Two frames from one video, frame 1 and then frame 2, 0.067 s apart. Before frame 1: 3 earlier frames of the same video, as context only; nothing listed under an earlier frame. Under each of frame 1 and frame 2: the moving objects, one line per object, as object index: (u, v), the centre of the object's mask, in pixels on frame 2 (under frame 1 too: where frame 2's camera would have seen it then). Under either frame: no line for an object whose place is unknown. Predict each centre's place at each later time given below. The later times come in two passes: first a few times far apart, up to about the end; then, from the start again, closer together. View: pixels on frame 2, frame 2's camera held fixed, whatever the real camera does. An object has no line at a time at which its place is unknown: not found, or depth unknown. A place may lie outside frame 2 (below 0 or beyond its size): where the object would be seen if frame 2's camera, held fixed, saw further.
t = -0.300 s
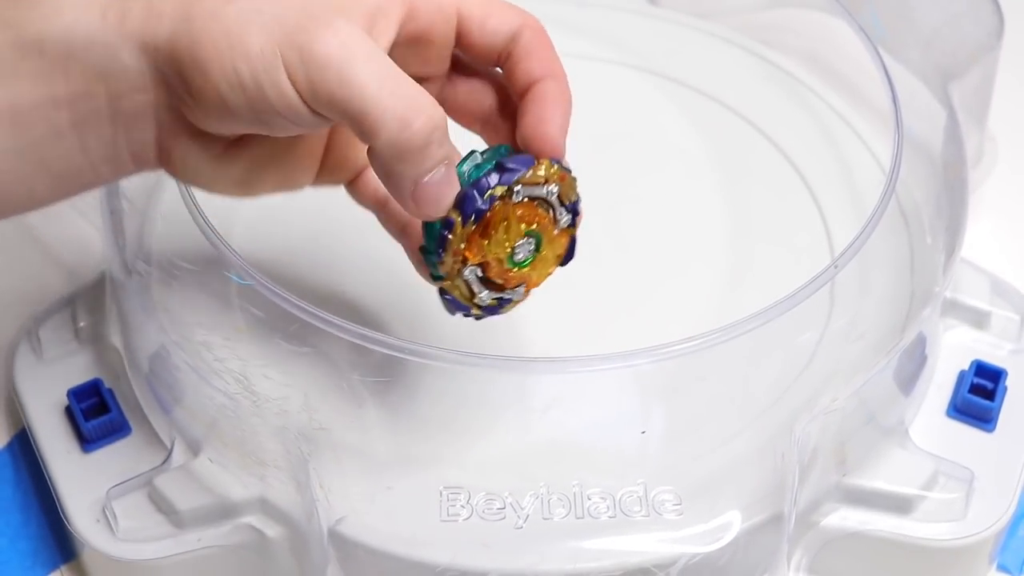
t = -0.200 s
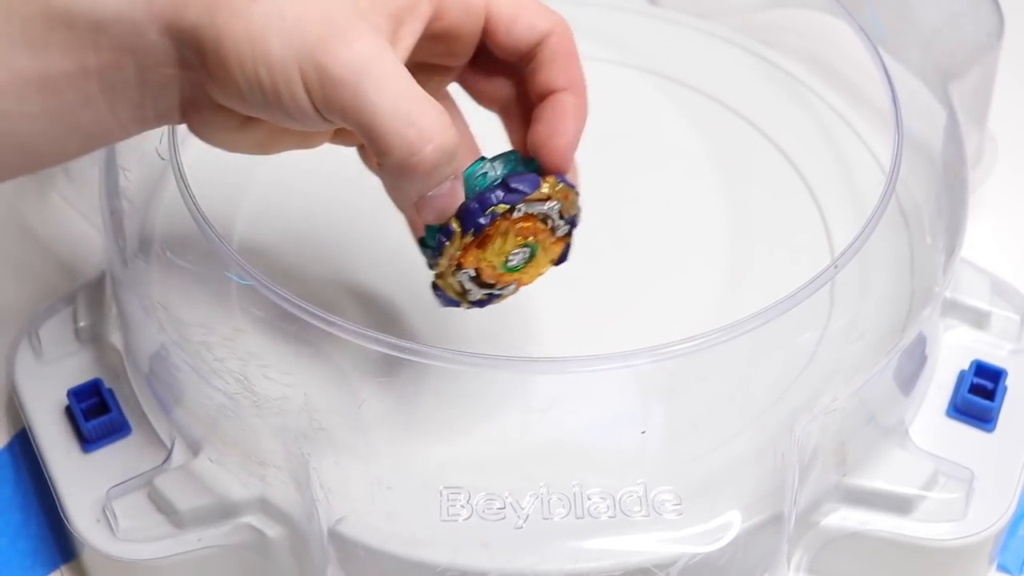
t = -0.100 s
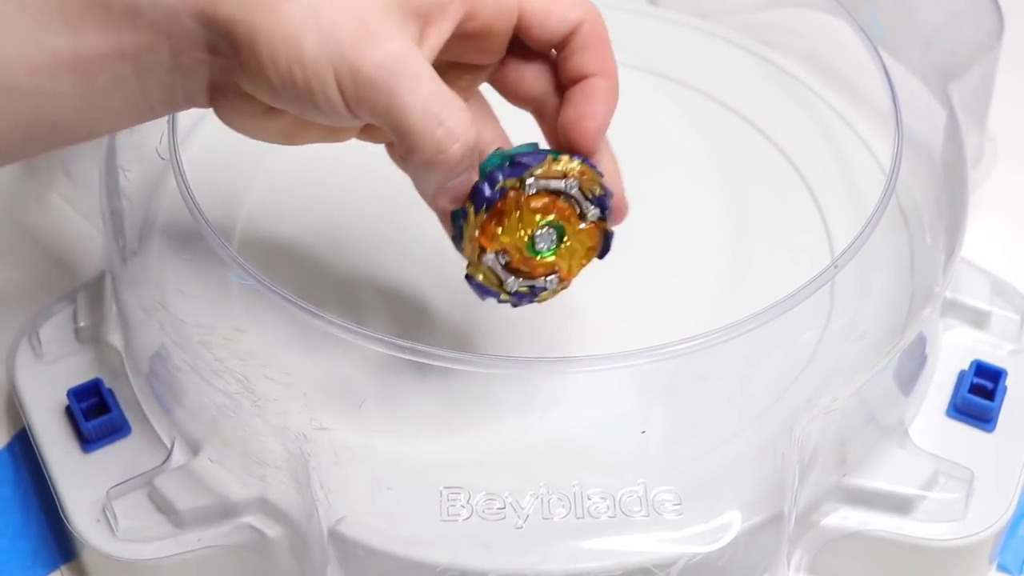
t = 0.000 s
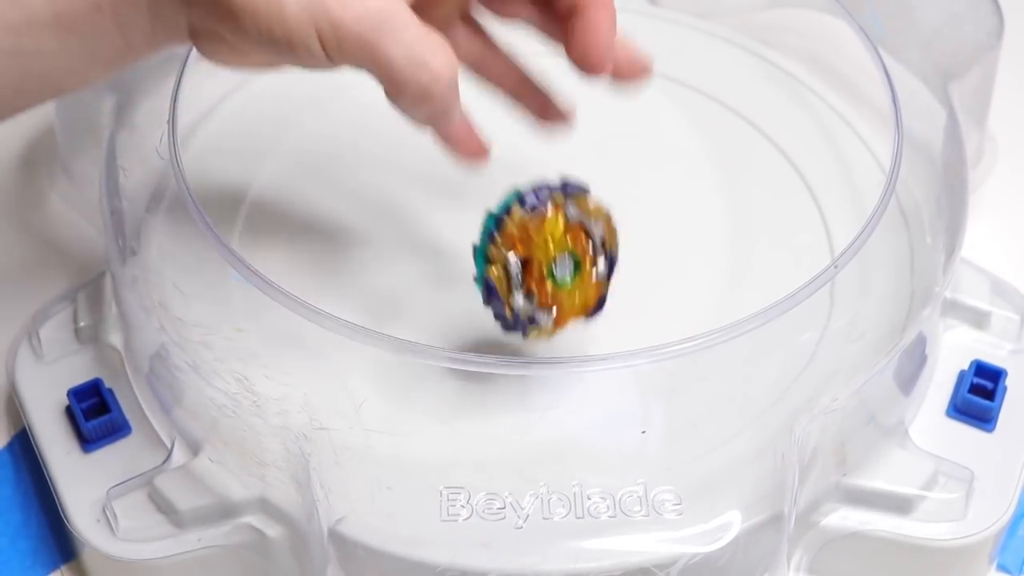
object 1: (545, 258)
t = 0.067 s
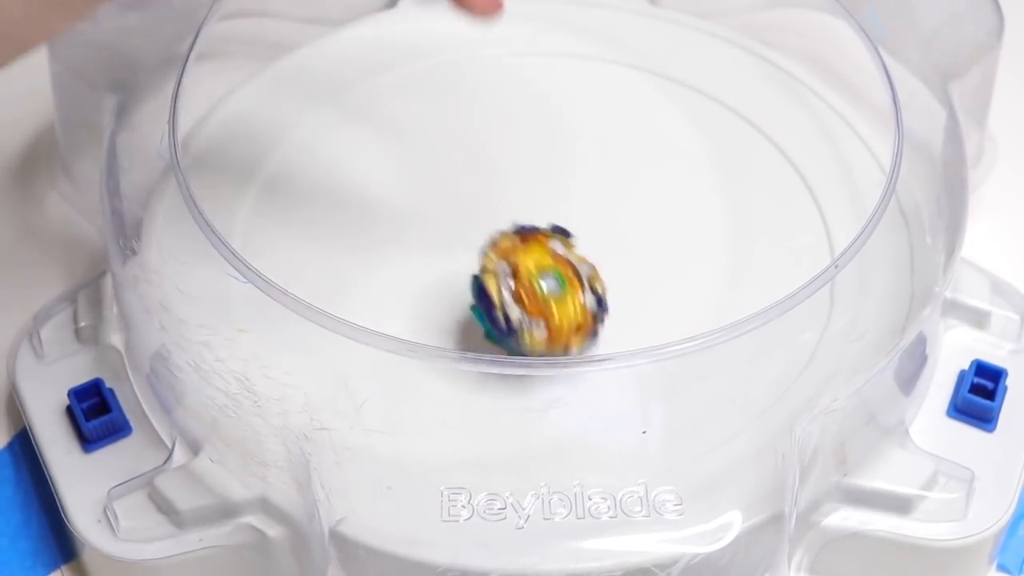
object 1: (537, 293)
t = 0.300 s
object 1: (482, 175)
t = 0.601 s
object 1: (455, 230)
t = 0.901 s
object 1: (499, 225)
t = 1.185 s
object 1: (502, 219)
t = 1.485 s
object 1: (497, 229)
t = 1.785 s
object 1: (499, 227)
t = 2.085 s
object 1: (499, 227)
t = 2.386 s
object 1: (499, 227)
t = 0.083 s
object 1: (528, 283)
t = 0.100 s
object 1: (520, 281)
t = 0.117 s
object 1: (514, 271)
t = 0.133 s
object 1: (509, 254)
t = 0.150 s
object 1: (504, 242)
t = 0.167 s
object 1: (500, 231)
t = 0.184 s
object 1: (496, 220)
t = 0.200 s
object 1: (492, 210)
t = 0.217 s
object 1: (490, 200)
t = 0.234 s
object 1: (488, 191)
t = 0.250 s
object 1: (486, 185)
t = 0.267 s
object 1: (484, 180)
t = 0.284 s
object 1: (483, 177)
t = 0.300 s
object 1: (482, 175)
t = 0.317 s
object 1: (480, 175)
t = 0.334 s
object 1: (478, 175)
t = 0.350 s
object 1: (477, 177)
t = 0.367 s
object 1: (475, 179)
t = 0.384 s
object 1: (473, 182)
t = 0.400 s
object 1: (470, 186)
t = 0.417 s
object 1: (467, 191)
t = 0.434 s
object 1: (465, 193)
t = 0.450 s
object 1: (462, 196)
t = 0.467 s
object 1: (459, 199)
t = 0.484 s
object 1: (456, 202)
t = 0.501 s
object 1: (456, 207)
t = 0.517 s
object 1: (455, 211)
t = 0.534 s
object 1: (455, 215)
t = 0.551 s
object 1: (455, 221)
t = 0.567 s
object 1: (455, 225)
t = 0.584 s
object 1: (455, 228)
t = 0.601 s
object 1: (455, 230)
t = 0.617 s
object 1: (457, 232)
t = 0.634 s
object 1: (458, 233)
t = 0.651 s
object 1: (459, 234)
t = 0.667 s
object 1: (461, 234)
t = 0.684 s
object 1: (463, 234)
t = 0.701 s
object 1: (466, 235)
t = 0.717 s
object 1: (469, 235)
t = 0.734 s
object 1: (472, 235)
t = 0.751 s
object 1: (475, 235)
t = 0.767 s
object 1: (479, 234)
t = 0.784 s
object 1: (482, 233)
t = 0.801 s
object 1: (486, 233)
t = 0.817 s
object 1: (489, 232)
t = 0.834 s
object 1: (491, 231)
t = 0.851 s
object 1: (493, 229)
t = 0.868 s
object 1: (495, 228)
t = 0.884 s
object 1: (497, 226)
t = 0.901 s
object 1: (499, 225)
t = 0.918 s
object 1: (499, 223)
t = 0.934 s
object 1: (500, 222)
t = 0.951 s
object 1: (500, 220)
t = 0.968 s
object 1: (501, 219)
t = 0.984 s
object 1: (501, 218)
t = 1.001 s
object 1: (501, 217)
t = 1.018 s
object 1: (501, 216)
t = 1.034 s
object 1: (500, 216)
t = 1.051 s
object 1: (500, 215)
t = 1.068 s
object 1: (500, 215)
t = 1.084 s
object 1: (500, 215)
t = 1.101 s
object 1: (501, 216)
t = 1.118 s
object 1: (501, 216)
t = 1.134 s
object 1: (500, 216)
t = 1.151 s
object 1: (501, 217)
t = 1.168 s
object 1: (501, 218)
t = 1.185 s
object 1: (502, 219)
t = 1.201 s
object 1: (502, 219)
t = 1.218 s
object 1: (502, 220)
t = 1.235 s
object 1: (501, 221)
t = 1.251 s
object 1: (501, 221)
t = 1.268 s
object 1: (501, 222)
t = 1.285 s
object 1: (500, 222)
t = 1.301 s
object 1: (500, 223)
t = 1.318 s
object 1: (500, 224)
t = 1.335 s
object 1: (500, 225)
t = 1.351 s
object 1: (500, 225)
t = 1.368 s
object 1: (499, 226)
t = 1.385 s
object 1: (499, 227)
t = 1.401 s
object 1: (499, 228)
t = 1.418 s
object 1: (498, 228)
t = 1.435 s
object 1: (498, 228)
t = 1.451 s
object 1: (497, 229)
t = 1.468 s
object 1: (497, 229)
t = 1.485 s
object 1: (497, 229)
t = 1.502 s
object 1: (497, 229)
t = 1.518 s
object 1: (498, 229)
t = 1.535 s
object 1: (498, 228)
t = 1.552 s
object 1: (498, 228)
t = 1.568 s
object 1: (499, 228)
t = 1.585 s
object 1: (499, 227)
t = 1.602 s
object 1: (499, 227)
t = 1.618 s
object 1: (499, 227)
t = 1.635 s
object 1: (499, 227)
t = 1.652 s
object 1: (499, 227)
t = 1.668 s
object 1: (499, 227)
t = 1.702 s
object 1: (499, 227)
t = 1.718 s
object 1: (499, 227)
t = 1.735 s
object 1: (499, 227)
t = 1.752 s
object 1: (499, 227)
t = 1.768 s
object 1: (499, 227)
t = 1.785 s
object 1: (499, 227)
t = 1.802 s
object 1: (499, 227)
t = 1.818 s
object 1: (499, 227)
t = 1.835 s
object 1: (499, 227)
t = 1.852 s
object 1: (499, 227)
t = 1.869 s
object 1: (499, 227)
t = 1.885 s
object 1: (499, 227)
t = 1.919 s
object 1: (499, 227)
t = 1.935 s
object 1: (499, 227)
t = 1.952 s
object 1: (499, 227)
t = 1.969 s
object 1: (499, 227)
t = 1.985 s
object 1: (499, 227)
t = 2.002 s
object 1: (499, 227)
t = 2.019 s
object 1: (499, 227)
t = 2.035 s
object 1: (499, 227)
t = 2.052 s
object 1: (499, 227)
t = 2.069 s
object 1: (499, 227)
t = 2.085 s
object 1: (499, 227)
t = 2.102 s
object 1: (499, 227)
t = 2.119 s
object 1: (499, 227)
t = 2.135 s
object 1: (499, 227)
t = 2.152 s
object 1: (499, 227)
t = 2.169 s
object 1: (499, 227)
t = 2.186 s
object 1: (499, 227)
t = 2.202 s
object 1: (499, 227)
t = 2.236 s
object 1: (499, 227)
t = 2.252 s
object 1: (499, 227)
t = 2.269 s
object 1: (499, 227)
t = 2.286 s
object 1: (499, 227)
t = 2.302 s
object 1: (499, 227)
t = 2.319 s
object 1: (499, 227)
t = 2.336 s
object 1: (499, 227)
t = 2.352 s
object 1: (499, 227)
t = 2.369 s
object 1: (499, 227)
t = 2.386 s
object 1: (499, 227)
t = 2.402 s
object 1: (499, 227)
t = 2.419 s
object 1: (499, 227)
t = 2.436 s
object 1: (499, 227)
